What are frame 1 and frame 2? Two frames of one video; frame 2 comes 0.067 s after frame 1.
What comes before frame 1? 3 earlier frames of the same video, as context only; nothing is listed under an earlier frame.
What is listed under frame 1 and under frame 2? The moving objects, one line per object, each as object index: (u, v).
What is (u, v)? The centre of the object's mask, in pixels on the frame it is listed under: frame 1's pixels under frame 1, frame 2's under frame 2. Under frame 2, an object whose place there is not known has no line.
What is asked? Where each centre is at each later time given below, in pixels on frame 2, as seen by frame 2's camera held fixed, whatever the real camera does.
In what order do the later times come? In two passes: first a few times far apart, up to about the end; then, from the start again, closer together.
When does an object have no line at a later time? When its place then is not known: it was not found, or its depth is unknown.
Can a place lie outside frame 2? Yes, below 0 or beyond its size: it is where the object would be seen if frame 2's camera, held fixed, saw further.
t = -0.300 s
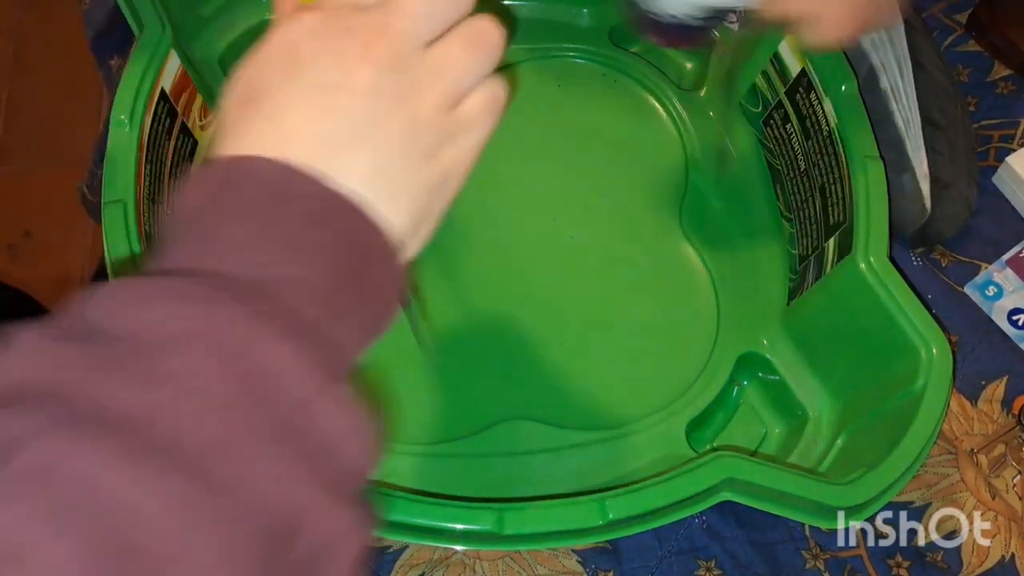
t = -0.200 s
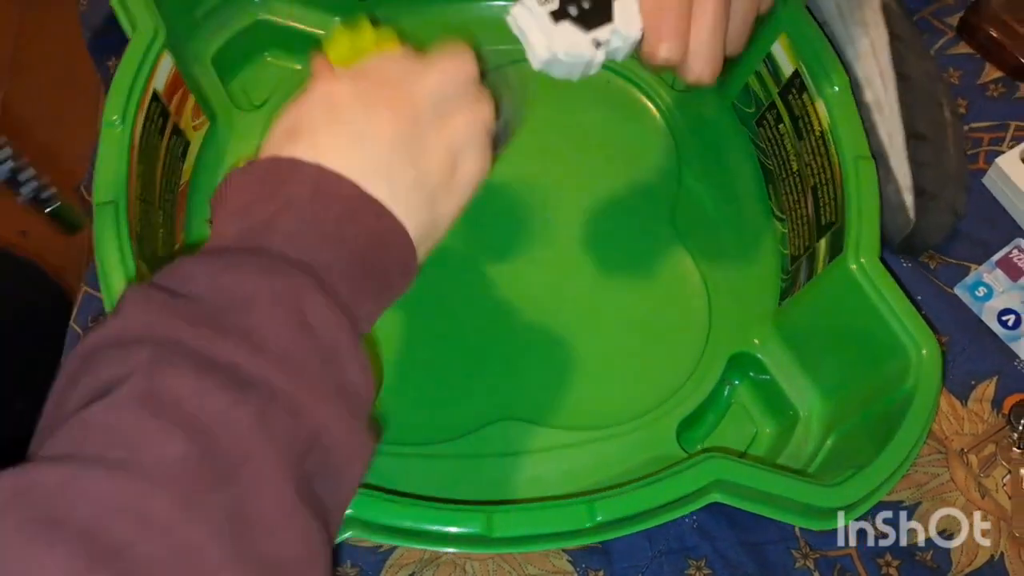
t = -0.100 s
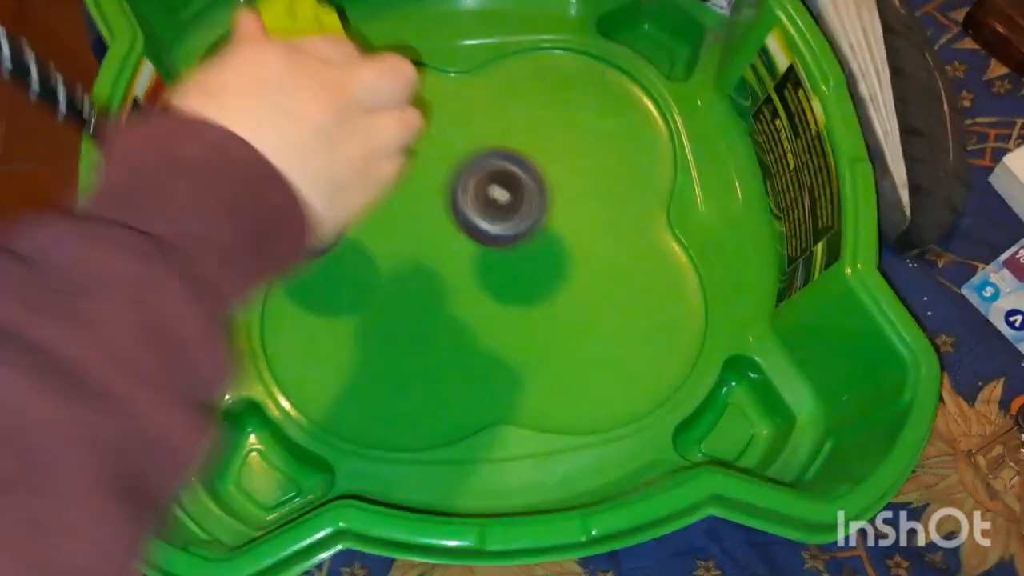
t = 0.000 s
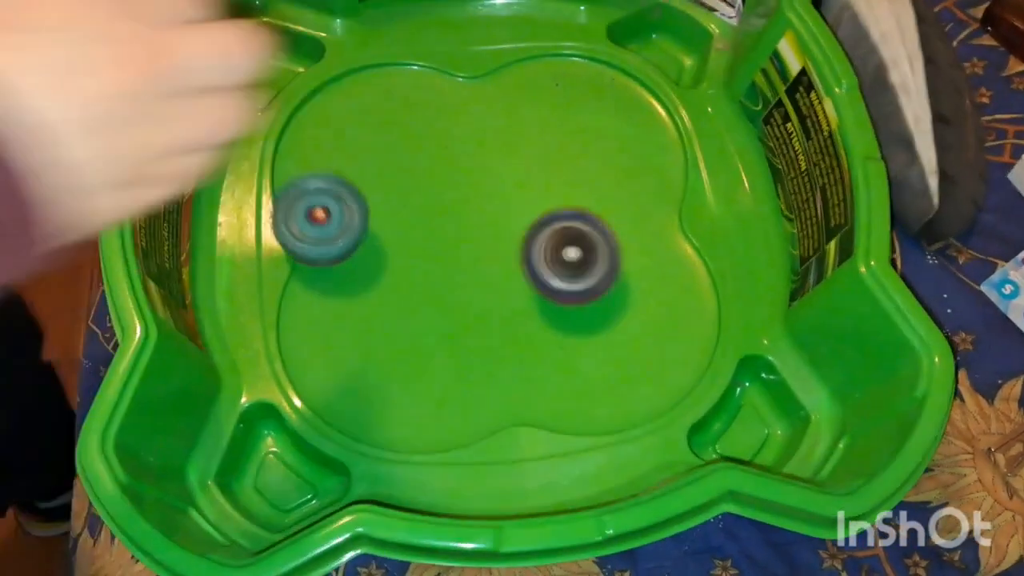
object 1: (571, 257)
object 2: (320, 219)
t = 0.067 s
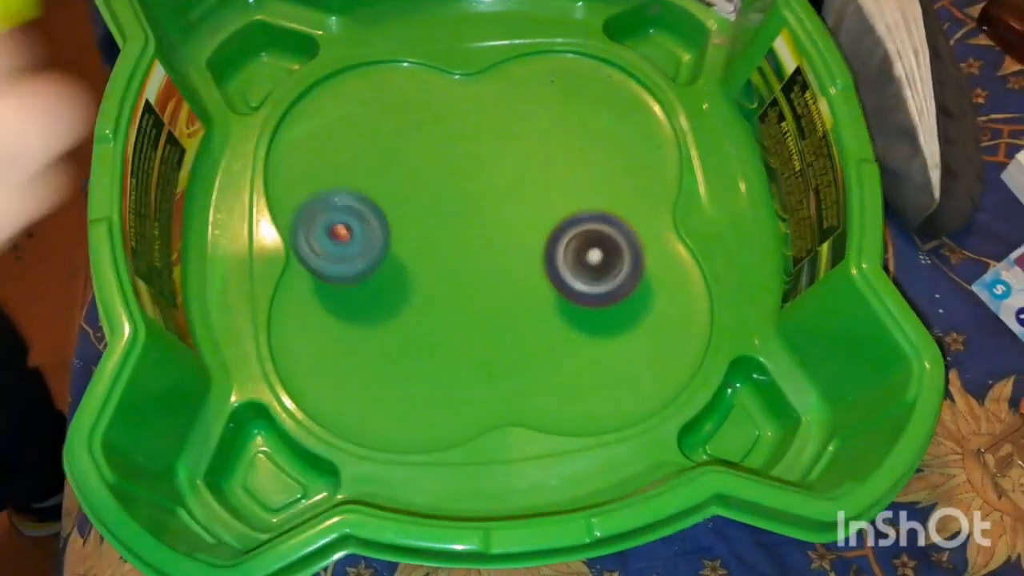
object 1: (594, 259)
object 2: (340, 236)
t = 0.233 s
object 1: (659, 198)
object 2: (457, 278)
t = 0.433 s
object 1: (589, 46)
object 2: (541, 176)
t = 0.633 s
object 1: (402, 55)
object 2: (462, 215)
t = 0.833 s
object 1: (368, 272)
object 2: (507, 260)
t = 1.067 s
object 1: (588, 431)
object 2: (534, 181)
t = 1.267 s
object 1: (738, 315)
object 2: (432, 184)
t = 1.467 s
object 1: (621, 152)
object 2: (462, 280)
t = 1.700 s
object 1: (357, 76)
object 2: (584, 216)
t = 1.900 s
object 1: (305, 230)
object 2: (532, 113)
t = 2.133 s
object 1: (511, 326)
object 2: (409, 123)
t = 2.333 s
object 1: (645, 199)
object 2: (391, 233)
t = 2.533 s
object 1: (590, 51)
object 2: (539, 287)
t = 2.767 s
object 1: (392, 134)
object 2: (617, 147)
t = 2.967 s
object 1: (383, 344)
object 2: (562, 66)
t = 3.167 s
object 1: (569, 377)
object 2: (457, 73)
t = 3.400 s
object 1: (673, 221)
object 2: (401, 188)
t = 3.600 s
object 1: (577, 85)
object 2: (525, 281)
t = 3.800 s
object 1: (427, 61)
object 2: (640, 196)
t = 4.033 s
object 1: (333, 180)
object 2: (623, 95)
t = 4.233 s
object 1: (425, 314)
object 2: (554, 65)
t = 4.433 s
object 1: (619, 269)
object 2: (467, 99)
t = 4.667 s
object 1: (637, 77)
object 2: (429, 224)
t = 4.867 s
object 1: (462, 76)
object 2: (546, 289)
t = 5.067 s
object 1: (365, 210)
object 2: (619, 219)
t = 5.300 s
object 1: (478, 354)
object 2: (579, 136)
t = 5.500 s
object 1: (627, 279)
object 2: (494, 130)
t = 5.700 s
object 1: (619, 125)
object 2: (432, 191)
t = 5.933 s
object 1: (483, 44)
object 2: (481, 272)
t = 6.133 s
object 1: (377, 109)
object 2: (548, 232)
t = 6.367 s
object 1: (404, 267)
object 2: (501, 169)
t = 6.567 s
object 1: (561, 286)
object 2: (449, 201)
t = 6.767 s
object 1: (627, 173)
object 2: (487, 241)
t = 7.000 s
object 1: (562, 80)
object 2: (514, 194)
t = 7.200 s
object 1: (487, 50)
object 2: (453, 248)
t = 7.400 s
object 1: (497, 35)
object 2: (475, 413)
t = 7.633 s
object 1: (514, 137)
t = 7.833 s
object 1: (531, 182)
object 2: (557, 397)
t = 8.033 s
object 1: (515, 127)
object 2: (571, 454)
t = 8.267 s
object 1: (496, 121)
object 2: (432, 461)
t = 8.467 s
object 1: (486, 137)
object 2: (357, 429)
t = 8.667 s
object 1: (479, 182)
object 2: (404, 341)
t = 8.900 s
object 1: (539, 200)
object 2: (419, 249)
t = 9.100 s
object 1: (573, 182)
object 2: (431, 197)
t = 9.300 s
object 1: (569, 173)
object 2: (444, 146)
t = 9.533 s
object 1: (536, 174)
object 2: (471, 99)
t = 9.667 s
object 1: (498, 185)
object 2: (493, 81)
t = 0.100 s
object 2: (361, 258)
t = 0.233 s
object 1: (659, 198)
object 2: (457, 278)
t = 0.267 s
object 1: (670, 173)
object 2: (481, 271)
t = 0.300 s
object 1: (673, 145)
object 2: (502, 261)
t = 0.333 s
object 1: (666, 114)
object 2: (520, 245)
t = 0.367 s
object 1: (650, 84)
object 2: (532, 224)
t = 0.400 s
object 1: (624, 61)
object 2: (539, 201)
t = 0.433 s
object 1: (589, 46)
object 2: (541, 176)
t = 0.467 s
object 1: (547, 43)
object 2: (537, 152)
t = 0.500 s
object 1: (508, 36)
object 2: (524, 151)
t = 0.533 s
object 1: (474, 24)
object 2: (506, 170)
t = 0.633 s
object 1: (402, 55)
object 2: (462, 215)
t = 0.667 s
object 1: (387, 85)
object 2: (459, 226)
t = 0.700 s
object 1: (375, 115)
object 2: (461, 236)
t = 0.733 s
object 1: (367, 149)
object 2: (468, 246)
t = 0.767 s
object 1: (360, 186)
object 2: (479, 254)
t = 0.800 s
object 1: (360, 226)
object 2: (491, 259)
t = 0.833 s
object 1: (368, 272)
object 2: (507, 260)
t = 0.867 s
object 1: (385, 312)
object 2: (521, 257)
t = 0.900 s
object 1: (410, 350)
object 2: (534, 249)
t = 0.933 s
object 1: (441, 382)
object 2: (543, 238)
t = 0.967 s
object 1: (480, 407)
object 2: (548, 225)
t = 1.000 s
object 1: (519, 415)
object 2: (548, 210)
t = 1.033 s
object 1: (556, 427)
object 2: (543, 194)
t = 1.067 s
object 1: (588, 431)
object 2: (534, 181)
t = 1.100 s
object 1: (615, 427)
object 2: (519, 170)
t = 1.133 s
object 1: (644, 416)
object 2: (502, 163)
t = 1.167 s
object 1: (675, 398)
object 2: (483, 162)
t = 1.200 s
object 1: (702, 374)
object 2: (465, 164)
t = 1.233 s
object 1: (728, 342)
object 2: (448, 172)
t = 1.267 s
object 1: (738, 315)
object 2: (432, 184)
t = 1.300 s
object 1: (730, 288)
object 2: (422, 198)
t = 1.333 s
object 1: (718, 259)
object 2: (418, 216)
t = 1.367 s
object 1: (702, 231)
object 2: (419, 235)
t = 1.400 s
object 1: (677, 200)
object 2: (427, 253)
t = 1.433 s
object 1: (649, 176)
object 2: (442, 269)
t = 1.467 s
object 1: (621, 152)
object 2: (462, 280)
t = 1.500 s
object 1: (589, 128)
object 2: (484, 287)
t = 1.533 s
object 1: (554, 108)
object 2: (508, 287)
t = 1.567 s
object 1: (516, 93)
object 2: (530, 282)
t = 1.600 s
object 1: (478, 80)
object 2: (550, 270)
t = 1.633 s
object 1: (437, 74)
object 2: (566, 255)
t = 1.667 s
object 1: (396, 73)
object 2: (578, 236)
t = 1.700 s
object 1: (357, 76)
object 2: (584, 216)
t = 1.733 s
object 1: (322, 83)
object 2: (585, 196)
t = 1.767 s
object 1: (299, 103)
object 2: (581, 176)
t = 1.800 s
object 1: (289, 132)
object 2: (574, 156)
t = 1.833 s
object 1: (283, 165)
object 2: (562, 139)
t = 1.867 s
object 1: (285, 199)
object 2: (548, 124)
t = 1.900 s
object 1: (305, 230)
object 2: (532, 113)
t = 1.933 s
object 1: (328, 259)
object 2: (514, 105)
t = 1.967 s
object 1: (354, 283)
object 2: (495, 99)
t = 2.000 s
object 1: (384, 302)
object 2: (477, 97)
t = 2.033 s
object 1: (414, 316)
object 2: (458, 99)
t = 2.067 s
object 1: (447, 327)
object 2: (440, 104)
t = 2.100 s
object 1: (479, 330)
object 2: (424, 112)
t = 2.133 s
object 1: (511, 326)
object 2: (409, 123)
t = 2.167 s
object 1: (543, 317)
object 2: (397, 137)
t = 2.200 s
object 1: (573, 302)
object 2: (388, 152)
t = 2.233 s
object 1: (597, 283)
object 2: (382, 170)
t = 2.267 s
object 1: (619, 257)
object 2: (380, 190)
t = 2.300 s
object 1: (635, 229)
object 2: (383, 212)
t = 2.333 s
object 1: (645, 199)
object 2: (391, 233)
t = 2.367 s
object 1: (649, 170)
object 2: (406, 252)
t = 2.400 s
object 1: (645, 142)
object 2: (425, 270)
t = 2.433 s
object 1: (638, 115)
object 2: (448, 284)
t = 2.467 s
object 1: (626, 90)
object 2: (477, 292)
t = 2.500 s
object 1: (611, 67)
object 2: (508, 293)
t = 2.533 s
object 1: (590, 51)
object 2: (539, 287)
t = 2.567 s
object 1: (564, 44)
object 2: (564, 275)
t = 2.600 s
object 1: (535, 43)
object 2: (585, 257)
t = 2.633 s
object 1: (506, 52)
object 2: (601, 236)
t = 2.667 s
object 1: (475, 69)
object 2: (611, 214)
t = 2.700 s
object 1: (444, 87)
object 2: (618, 190)
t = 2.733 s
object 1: (417, 109)
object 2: (619, 168)
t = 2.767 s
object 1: (392, 134)
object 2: (617, 147)
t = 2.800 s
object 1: (372, 164)
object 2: (612, 128)
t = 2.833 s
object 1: (357, 198)
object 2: (605, 111)
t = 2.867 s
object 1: (350, 234)
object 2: (596, 97)
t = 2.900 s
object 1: (351, 272)
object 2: (585, 85)
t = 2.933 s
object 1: (363, 309)
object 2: (574, 74)
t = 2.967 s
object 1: (383, 344)
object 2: (562, 66)
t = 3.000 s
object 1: (411, 375)
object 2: (547, 60)
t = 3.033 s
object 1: (444, 398)
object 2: (533, 55)
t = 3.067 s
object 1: (480, 411)
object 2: (518, 53)
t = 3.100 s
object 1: (512, 398)
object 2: (501, 54)
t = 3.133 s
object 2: (479, 62)
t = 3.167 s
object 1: (569, 377)
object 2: (457, 73)
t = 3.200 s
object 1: (591, 361)
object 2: (438, 85)
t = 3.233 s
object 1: (612, 344)
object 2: (424, 98)
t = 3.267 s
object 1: (632, 324)
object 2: (414, 111)
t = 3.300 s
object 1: (649, 302)
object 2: (406, 127)
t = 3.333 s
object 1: (662, 277)
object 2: (401, 146)
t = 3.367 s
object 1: (670, 249)
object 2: (400, 166)
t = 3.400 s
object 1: (673, 221)
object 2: (401, 188)
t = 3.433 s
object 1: (665, 192)
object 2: (409, 211)
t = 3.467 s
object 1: (650, 167)
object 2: (422, 234)
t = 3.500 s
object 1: (635, 143)
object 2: (441, 254)
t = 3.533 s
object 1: (618, 121)
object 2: (466, 270)
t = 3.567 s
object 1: (598, 101)
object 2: (495, 278)
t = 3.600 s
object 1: (577, 85)
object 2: (525, 281)
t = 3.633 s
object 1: (553, 70)
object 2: (554, 275)
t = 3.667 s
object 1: (529, 59)
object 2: (581, 265)
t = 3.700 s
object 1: (505, 50)
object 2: (603, 250)
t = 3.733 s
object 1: (480, 47)
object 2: (620, 232)
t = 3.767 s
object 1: (454, 51)
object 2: (633, 214)
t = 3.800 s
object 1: (427, 61)
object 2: (640, 196)
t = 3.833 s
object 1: (401, 72)
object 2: (645, 177)
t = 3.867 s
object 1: (380, 85)
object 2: (646, 161)
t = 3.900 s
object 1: (364, 100)
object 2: (645, 146)
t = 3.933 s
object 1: (351, 116)
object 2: (642, 130)
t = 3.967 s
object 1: (342, 135)
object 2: (637, 117)
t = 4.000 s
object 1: (336, 157)
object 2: (631, 106)
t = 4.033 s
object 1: (333, 180)
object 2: (623, 95)
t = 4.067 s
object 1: (334, 206)
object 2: (614, 86)
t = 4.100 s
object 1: (341, 232)
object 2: (604, 78)
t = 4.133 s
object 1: (354, 257)
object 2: (593, 73)
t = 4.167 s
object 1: (374, 279)
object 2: (580, 68)
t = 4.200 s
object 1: (397, 298)
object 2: (567, 66)
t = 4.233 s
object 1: (425, 314)
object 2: (554, 65)
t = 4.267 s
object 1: (456, 324)
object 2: (539, 65)
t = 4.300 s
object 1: (492, 327)
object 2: (524, 68)
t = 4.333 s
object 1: (528, 324)
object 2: (510, 72)
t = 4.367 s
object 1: (563, 312)
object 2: (495, 79)
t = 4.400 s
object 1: (594, 293)
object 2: (481, 87)
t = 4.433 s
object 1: (619, 269)
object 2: (467, 99)
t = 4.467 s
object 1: (639, 242)
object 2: (455, 112)
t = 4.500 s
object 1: (652, 213)
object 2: (444, 125)
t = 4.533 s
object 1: (660, 183)
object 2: (436, 143)
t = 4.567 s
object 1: (662, 153)
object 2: (430, 160)
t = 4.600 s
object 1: (660, 125)
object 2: (426, 181)
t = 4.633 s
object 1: (653, 98)
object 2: (426, 201)
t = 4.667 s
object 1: (637, 77)
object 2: (429, 224)
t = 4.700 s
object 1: (613, 63)
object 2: (439, 245)
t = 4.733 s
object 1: (583, 55)
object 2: (456, 264)
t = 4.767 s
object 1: (553, 51)
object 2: (477, 279)
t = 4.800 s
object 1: (522, 51)
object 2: (498, 288)
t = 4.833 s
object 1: (490, 56)
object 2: (522, 291)
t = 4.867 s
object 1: (462, 76)
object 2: (546, 289)
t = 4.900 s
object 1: (438, 95)
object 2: (567, 283)
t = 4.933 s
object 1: (415, 114)
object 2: (584, 273)
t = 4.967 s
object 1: (396, 135)
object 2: (598, 261)
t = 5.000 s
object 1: (382, 159)
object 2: (608, 247)
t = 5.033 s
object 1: (373, 183)
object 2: (614, 233)
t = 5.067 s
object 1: (365, 210)
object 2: (619, 219)
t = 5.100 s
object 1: (364, 237)
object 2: (621, 203)
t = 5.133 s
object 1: (369, 265)
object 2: (620, 190)
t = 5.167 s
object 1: (382, 291)
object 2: (616, 176)
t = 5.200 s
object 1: (399, 314)
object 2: (609, 164)
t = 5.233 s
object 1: (421, 333)
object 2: (601, 153)
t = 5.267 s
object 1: (448, 346)
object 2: (591, 144)
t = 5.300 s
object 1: (478, 354)
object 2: (579, 136)
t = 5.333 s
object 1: (508, 355)
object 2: (567, 130)
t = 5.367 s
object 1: (538, 350)
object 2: (552, 126)
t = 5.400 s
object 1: (567, 339)
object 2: (538, 124)
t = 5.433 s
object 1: (591, 323)
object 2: (524, 124)
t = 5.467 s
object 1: (612, 303)
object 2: (508, 126)
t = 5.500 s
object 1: (627, 279)
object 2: (494, 130)
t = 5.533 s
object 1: (638, 252)
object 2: (480, 135)
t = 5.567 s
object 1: (644, 226)
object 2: (467, 143)
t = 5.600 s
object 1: (644, 199)
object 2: (455, 152)
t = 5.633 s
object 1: (639, 172)
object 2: (446, 164)
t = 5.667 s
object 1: (631, 148)
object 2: (439, 176)
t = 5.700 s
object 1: (619, 125)
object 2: (432, 191)
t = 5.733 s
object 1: (604, 104)
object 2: (429, 204)
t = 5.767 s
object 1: (588, 86)
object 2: (429, 219)
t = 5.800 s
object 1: (569, 70)
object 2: (433, 232)
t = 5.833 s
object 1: (550, 57)
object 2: (439, 245)
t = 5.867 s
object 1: (528, 47)
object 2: (449, 256)
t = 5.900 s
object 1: (504, 42)
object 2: (464, 265)
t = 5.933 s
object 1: (483, 44)
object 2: (481, 272)
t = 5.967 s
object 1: (462, 47)
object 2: (495, 274)
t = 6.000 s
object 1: (444, 47)
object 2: (509, 272)
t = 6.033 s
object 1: (426, 56)
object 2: (523, 266)
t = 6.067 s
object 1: (406, 74)
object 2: (535, 257)
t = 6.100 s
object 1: (391, 91)
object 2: (544, 245)
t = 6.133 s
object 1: (377, 109)
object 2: (548, 232)
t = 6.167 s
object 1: (368, 130)
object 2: (550, 219)
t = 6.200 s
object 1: (363, 151)
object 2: (548, 206)
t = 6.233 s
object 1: (361, 174)
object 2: (543, 195)
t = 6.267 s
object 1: (363, 199)
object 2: (535, 185)
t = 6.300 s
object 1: (371, 223)
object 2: (525, 178)
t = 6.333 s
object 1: (384, 246)
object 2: (513, 172)
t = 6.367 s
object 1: (404, 267)
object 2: (501, 169)
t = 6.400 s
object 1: (426, 284)
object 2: (488, 169)
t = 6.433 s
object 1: (452, 296)
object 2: (476, 170)
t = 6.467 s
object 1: (481, 301)
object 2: (465, 175)
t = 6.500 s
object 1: (509, 302)
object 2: (457, 182)
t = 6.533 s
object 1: (537, 296)
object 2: (451, 191)
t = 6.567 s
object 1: (561, 286)
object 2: (449, 201)
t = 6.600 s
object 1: (582, 270)
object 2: (447, 211)
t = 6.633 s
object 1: (599, 253)
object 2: (450, 221)
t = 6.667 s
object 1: (612, 234)
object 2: (456, 229)
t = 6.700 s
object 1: (621, 213)
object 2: (466, 236)
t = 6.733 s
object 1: (626, 193)
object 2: (476, 240)
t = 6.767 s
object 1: (627, 173)
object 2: (487, 241)
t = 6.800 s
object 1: (625, 154)
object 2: (497, 238)
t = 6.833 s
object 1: (621, 137)
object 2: (505, 234)
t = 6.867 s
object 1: (613, 121)
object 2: (511, 227)
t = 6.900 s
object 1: (603, 108)
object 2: (515, 219)
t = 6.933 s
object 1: (591, 96)
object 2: (517, 211)
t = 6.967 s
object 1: (577, 87)
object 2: (516, 202)
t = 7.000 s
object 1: (562, 80)
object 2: (514, 194)
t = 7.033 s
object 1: (544, 76)
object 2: (511, 188)
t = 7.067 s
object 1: (528, 74)
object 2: (506, 183)
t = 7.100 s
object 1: (511, 77)
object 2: (502, 179)
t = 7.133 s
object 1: (495, 82)
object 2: (496, 178)
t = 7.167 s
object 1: (488, 71)
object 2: (475, 205)
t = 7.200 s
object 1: (487, 50)
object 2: (453, 248)
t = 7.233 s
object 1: (486, 39)
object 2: (440, 285)
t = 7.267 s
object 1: (488, 32)
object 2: (435, 320)
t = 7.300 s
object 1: (490, 25)
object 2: (439, 351)
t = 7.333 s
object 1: (490, 27)
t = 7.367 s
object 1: (493, 31)
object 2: (463, 403)
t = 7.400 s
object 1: (497, 35)
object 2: (475, 413)
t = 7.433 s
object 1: (503, 38)
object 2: (483, 395)
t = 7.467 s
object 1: (508, 46)
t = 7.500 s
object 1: (511, 62)
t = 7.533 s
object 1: (513, 80)
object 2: (517, 354)
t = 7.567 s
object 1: (514, 97)
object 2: (530, 345)
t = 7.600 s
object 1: (514, 117)
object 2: (543, 338)
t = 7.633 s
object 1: (514, 137)
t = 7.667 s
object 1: (516, 158)
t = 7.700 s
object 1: (517, 180)
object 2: (563, 319)
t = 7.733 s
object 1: (519, 201)
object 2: (561, 311)
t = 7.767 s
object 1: (524, 216)
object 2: (556, 309)
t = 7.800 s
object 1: (528, 198)
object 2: (555, 356)
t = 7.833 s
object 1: (531, 182)
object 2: (557, 397)
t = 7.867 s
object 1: (531, 168)
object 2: (568, 415)
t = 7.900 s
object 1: (530, 157)
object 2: (582, 420)
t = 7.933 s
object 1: (527, 148)
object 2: (587, 429)
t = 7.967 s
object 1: (523, 139)
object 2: (589, 436)
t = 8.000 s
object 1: (519, 132)
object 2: (584, 447)
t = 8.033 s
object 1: (515, 127)
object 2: (571, 454)
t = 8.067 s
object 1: (511, 122)
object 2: (550, 453)
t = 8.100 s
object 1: (507, 120)
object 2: (525, 456)
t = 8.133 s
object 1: (504, 118)
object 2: (501, 464)
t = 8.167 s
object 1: (502, 118)
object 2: (477, 462)
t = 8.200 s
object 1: (500, 118)
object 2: (463, 457)
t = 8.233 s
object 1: (498, 119)
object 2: (448, 457)
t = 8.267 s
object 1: (496, 121)
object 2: (432, 461)
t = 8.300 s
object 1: (494, 122)
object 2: (417, 460)
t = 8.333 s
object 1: (492, 124)
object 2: (402, 457)
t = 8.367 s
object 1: (491, 127)
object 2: (387, 453)
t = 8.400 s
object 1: (489, 129)
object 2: (372, 447)
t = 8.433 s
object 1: (488, 133)
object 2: (360, 441)
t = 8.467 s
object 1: (486, 137)
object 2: (357, 429)
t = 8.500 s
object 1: (484, 142)
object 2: (358, 419)
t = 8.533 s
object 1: (482, 148)
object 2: (365, 407)
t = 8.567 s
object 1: (481, 155)
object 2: (374, 390)
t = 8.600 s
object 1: (479, 163)
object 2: (386, 374)
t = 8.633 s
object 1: (479, 172)
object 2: (395, 358)
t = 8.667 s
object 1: (479, 182)
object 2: (404, 341)
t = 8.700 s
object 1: (481, 192)
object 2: (411, 322)
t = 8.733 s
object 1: (484, 202)
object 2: (420, 302)
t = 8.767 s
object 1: (489, 210)
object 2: (426, 284)
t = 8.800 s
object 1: (505, 208)
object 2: (420, 275)
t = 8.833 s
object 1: (518, 206)
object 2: (417, 267)
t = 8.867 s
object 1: (530, 203)
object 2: (418, 258)
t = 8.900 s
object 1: (539, 200)
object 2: (419, 249)
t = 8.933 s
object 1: (546, 198)
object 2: (421, 241)
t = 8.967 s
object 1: (554, 194)
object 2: (422, 233)
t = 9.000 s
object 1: (560, 191)
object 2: (424, 223)
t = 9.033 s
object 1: (566, 187)
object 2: (426, 215)
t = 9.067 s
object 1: (570, 185)
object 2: (429, 206)
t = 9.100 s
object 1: (573, 182)
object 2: (431, 197)
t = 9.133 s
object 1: (574, 180)
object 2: (433, 188)
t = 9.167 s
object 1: (574, 179)
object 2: (435, 179)
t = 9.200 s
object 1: (574, 177)
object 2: (437, 171)
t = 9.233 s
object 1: (573, 175)
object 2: (439, 162)
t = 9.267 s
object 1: (571, 174)
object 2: (441, 154)
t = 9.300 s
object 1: (569, 173)
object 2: (444, 146)
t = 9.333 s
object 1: (566, 173)
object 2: (447, 139)
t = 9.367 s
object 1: (563, 172)
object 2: (451, 131)
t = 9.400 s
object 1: (560, 172)
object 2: (454, 123)
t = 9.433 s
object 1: (556, 172)
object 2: (458, 116)
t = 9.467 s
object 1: (551, 173)
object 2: (462, 110)
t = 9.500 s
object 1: (544, 173)
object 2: (466, 104)
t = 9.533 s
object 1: (536, 174)
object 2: (471, 99)
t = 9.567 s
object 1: (527, 175)
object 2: (476, 94)
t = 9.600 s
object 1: (517, 178)
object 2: (482, 90)
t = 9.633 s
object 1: (508, 181)
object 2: (487, 85)
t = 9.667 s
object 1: (498, 185)
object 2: (493, 81)
